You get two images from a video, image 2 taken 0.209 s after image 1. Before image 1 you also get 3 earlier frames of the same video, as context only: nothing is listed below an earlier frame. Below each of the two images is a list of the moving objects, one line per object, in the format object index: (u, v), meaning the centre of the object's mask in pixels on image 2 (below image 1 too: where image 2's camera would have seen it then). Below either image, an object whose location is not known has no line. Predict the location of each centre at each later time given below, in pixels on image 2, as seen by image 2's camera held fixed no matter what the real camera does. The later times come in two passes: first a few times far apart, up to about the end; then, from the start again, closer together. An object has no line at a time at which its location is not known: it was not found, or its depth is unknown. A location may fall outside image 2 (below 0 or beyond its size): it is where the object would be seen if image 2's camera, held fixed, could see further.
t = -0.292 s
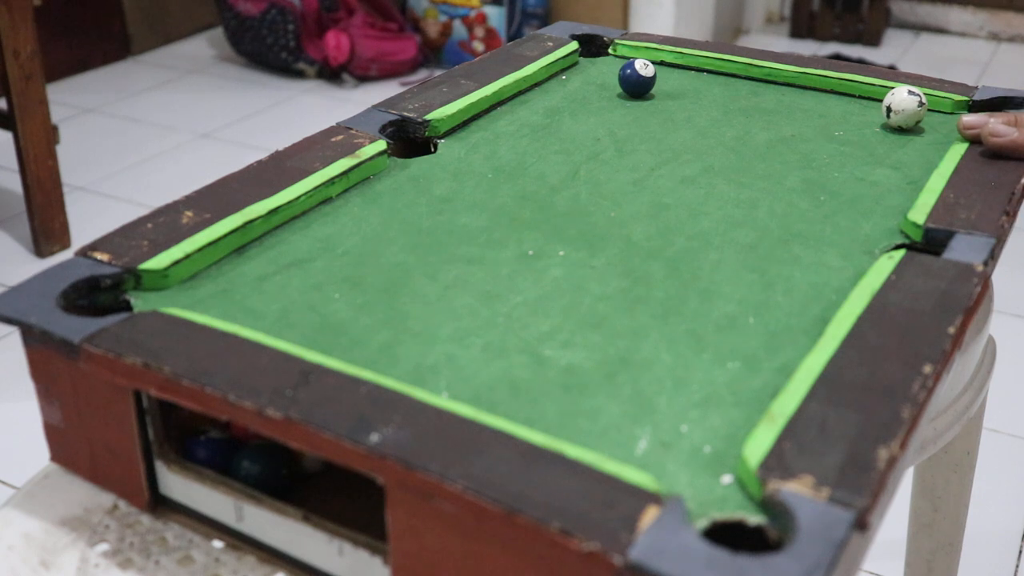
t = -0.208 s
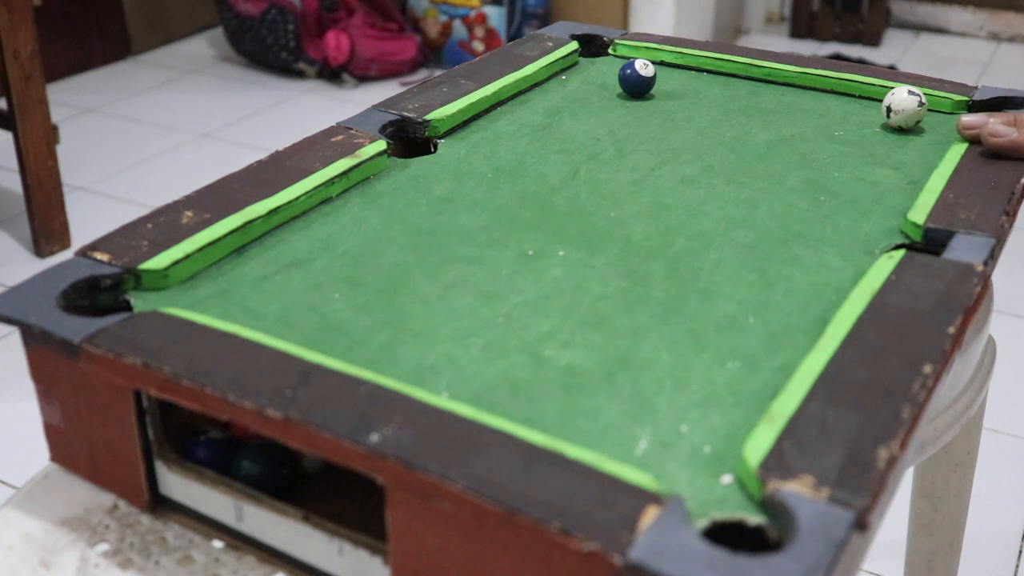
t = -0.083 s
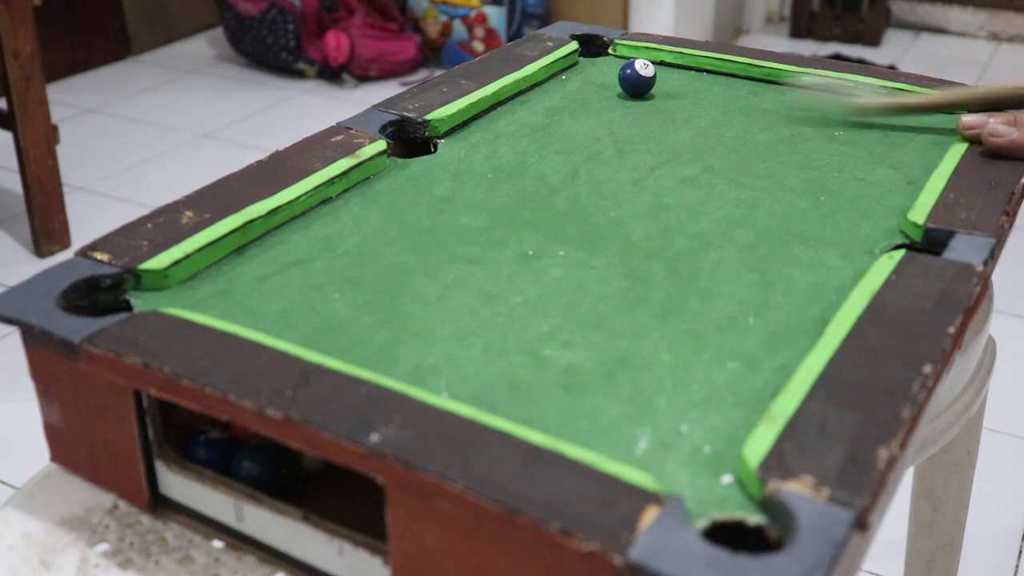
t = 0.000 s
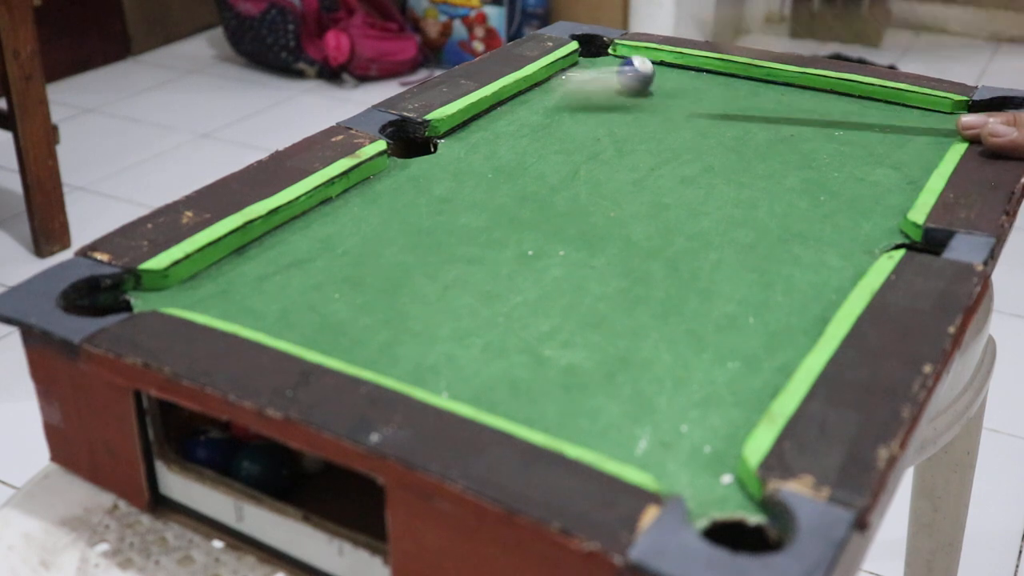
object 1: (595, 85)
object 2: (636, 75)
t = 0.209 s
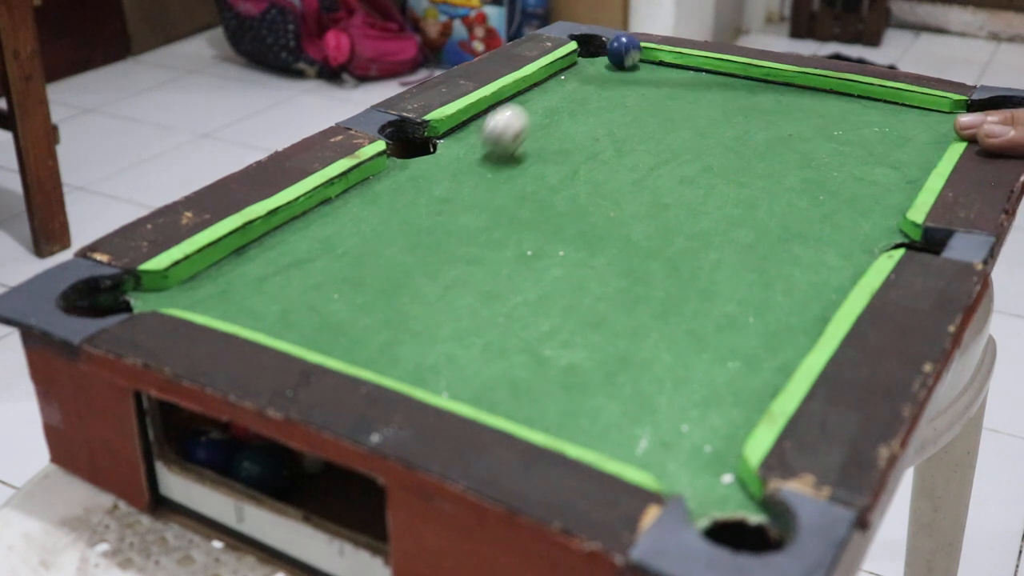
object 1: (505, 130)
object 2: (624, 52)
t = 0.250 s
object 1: (488, 148)
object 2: (620, 48)
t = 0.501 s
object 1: (372, 238)
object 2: (594, 51)
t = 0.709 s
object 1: (273, 303)
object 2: (587, 57)
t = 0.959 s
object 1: (307, 303)
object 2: (587, 68)
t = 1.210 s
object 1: (317, 286)
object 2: (593, 77)
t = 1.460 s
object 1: (329, 281)
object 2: (600, 80)
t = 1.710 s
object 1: (329, 281)
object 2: (601, 80)
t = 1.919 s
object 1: (329, 281)
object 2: (601, 80)
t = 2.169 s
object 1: (329, 281)
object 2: (601, 80)
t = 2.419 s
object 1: (329, 281)
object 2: (601, 80)
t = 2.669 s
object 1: (329, 281)
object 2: (601, 80)
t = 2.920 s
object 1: (329, 281)
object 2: (600, 80)
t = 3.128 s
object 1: (329, 281)
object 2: (599, 80)
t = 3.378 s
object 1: (329, 281)
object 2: (599, 80)
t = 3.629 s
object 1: (329, 281)
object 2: (599, 80)
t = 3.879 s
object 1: (329, 281)
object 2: (599, 80)
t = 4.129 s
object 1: (329, 281)
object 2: (599, 80)
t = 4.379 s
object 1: (329, 281)
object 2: (599, 80)
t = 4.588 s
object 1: (329, 281)
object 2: (599, 80)
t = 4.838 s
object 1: (328, 281)
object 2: (599, 80)
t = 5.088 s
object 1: (329, 281)
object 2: (599, 80)
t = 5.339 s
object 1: (328, 281)
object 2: (599, 80)
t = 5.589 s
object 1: (328, 281)
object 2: (599, 80)
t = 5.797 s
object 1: (329, 281)
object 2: (599, 79)
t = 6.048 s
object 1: (328, 281)
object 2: (599, 79)
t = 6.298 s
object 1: (328, 283)
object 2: (599, 79)
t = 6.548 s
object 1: (323, 284)
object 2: (599, 79)
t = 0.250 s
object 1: (488, 148)
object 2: (620, 48)
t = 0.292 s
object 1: (468, 165)
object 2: (614, 47)
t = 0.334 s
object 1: (453, 179)
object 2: (609, 47)
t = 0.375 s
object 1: (432, 192)
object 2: (604, 47)
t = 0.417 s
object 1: (412, 207)
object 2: (600, 48)
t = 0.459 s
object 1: (391, 224)
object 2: (596, 49)
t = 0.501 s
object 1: (372, 238)
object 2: (594, 51)
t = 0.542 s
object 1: (349, 254)
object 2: (593, 52)
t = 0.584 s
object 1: (324, 270)
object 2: (591, 54)
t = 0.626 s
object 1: (301, 290)
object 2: (590, 55)
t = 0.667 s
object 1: (278, 303)
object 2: (589, 56)
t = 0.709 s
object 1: (273, 303)
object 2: (587, 57)
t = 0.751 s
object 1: (284, 308)
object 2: (586, 59)
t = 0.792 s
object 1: (290, 309)
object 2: (585, 60)
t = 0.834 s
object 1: (294, 308)
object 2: (585, 62)
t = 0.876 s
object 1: (297, 306)
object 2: (585, 64)
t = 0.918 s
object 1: (303, 303)
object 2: (586, 66)
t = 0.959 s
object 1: (307, 303)
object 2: (587, 68)
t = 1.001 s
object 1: (311, 299)
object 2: (588, 70)
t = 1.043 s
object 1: (313, 296)
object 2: (590, 71)
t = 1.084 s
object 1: (315, 294)
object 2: (591, 73)
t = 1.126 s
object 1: (316, 290)
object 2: (591, 74)
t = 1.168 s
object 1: (316, 289)
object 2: (592, 75)
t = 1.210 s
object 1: (317, 286)
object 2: (593, 77)
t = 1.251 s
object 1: (318, 284)
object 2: (594, 78)
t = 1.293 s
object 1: (320, 282)
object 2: (595, 79)
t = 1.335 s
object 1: (322, 281)
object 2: (596, 80)
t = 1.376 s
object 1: (325, 280)
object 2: (598, 80)
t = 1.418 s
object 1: (327, 281)
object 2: (599, 80)
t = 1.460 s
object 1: (329, 281)
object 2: (600, 80)
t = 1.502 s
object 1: (329, 281)
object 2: (601, 80)
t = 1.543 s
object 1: (329, 281)
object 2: (601, 80)
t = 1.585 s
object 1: (329, 281)
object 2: (601, 80)
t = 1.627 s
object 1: (329, 281)
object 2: (601, 80)
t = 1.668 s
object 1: (329, 281)
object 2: (601, 80)
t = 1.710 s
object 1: (329, 281)
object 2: (601, 80)
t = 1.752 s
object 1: (329, 281)
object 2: (601, 80)
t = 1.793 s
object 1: (329, 281)
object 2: (601, 80)
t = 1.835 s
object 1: (329, 281)
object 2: (601, 80)
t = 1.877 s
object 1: (329, 281)
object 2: (601, 80)
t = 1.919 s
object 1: (329, 281)
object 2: (601, 80)
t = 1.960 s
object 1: (329, 281)
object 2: (601, 80)
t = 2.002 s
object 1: (329, 281)
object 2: (601, 80)
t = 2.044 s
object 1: (329, 281)
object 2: (601, 80)
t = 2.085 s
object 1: (329, 281)
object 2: (601, 80)
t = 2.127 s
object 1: (329, 281)
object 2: (601, 80)
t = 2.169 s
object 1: (329, 281)
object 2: (601, 80)
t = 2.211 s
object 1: (329, 281)
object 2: (601, 80)
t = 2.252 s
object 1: (329, 281)
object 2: (601, 80)
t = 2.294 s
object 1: (329, 281)
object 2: (601, 80)
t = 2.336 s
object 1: (329, 281)
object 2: (601, 80)
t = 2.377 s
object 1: (329, 281)
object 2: (601, 80)
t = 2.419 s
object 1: (329, 281)
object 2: (601, 80)
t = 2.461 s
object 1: (329, 281)
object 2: (601, 80)
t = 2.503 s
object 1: (329, 281)
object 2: (601, 80)
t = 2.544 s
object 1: (329, 281)
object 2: (601, 80)
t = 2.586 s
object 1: (329, 281)
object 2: (601, 80)
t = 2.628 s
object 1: (329, 281)
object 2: (601, 80)
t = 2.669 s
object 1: (329, 281)
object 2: (601, 80)
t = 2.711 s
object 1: (329, 281)
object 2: (601, 80)
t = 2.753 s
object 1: (329, 281)
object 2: (601, 80)
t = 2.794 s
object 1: (329, 281)
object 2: (601, 80)
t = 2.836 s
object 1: (329, 281)
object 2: (601, 80)
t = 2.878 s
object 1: (329, 281)
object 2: (600, 80)
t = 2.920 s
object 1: (329, 281)
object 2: (600, 80)
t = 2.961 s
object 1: (329, 281)
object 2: (600, 80)
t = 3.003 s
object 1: (329, 281)
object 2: (600, 80)
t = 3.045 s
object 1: (329, 281)
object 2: (600, 80)
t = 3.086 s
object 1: (329, 281)
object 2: (600, 80)
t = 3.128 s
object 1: (329, 281)
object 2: (599, 80)
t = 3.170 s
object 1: (329, 281)
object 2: (599, 80)
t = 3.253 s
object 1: (329, 281)
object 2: (599, 80)
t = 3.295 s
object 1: (329, 281)
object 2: (599, 80)
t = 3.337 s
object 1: (329, 281)
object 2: (599, 80)
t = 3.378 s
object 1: (329, 281)
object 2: (599, 80)
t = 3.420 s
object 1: (329, 281)
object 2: (599, 80)
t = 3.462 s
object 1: (329, 281)
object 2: (599, 80)
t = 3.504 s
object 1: (329, 281)
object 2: (599, 80)
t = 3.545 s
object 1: (329, 281)
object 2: (599, 80)
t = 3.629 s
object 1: (329, 281)
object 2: (599, 80)
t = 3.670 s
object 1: (329, 281)
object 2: (599, 80)
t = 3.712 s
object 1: (329, 281)
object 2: (599, 80)
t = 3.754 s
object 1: (329, 281)
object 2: (599, 80)
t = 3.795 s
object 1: (329, 281)
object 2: (599, 80)
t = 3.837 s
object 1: (329, 281)
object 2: (599, 80)
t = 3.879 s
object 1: (329, 281)
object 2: (599, 80)
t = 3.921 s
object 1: (329, 281)
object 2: (599, 80)
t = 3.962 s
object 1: (329, 281)
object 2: (599, 80)
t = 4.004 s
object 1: (329, 281)
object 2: (599, 80)
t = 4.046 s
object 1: (329, 281)
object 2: (599, 80)
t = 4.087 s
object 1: (329, 281)
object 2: (599, 80)
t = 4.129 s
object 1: (329, 281)
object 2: (599, 80)
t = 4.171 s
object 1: (329, 281)
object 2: (599, 80)
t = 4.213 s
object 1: (329, 281)
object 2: (599, 80)
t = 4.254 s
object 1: (329, 281)
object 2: (599, 80)
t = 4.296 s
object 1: (329, 281)
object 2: (599, 80)
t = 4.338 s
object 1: (329, 281)
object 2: (599, 80)
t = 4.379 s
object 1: (329, 281)
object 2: (599, 80)
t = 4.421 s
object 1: (329, 281)
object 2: (599, 80)
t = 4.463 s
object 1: (329, 281)
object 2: (599, 80)
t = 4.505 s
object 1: (329, 281)
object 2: (599, 80)
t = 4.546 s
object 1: (329, 281)
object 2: (599, 80)
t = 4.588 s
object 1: (329, 281)
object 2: (599, 80)
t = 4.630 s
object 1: (329, 281)
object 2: (599, 80)
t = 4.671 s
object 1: (329, 281)
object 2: (599, 80)
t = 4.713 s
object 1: (328, 281)
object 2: (599, 80)
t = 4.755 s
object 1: (329, 281)
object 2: (599, 80)
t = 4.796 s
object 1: (328, 281)
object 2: (599, 80)
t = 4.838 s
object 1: (328, 281)
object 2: (599, 80)
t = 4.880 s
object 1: (328, 281)
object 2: (599, 80)
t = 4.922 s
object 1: (329, 281)
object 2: (599, 80)
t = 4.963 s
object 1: (329, 281)
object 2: (599, 80)
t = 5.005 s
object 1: (329, 281)
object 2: (599, 80)
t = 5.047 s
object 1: (329, 281)
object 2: (599, 80)
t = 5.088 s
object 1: (329, 281)
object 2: (599, 80)
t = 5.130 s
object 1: (328, 281)
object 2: (599, 80)
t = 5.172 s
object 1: (328, 281)
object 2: (599, 80)
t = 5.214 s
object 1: (328, 281)
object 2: (599, 80)
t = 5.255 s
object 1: (328, 281)
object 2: (599, 80)
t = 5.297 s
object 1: (328, 281)
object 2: (599, 80)
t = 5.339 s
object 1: (328, 281)
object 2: (599, 80)
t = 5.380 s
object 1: (328, 281)
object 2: (599, 80)
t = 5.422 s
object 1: (328, 281)
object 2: (599, 80)
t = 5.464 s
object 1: (328, 281)
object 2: (599, 80)
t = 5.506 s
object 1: (328, 281)
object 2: (599, 80)
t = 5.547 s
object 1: (329, 281)
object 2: (599, 80)
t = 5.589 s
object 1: (328, 281)
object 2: (599, 80)
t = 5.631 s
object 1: (328, 281)
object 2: (599, 79)
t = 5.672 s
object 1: (328, 281)
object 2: (599, 80)
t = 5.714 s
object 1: (329, 281)
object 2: (599, 79)
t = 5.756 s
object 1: (329, 281)
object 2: (599, 79)
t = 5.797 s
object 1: (329, 281)
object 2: (599, 79)
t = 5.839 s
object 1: (329, 281)
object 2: (599, 79)
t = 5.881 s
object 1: (329, 281)
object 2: (599, 79)
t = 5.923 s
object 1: (328, 281)
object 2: (599, 79)
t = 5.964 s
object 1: (328, 281)
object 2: (599, 79)
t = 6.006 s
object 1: (329, 281)
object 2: (599, 79)
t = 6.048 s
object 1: (328, 281)
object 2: (599, 79)
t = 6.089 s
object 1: (329, 281)
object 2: (599, 79)
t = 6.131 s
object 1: (328, 282)
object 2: (599, 79)
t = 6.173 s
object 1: (328, 282)
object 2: (599, 80)
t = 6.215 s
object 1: (328, 282)
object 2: (599, 80)
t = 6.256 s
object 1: (328, 282)
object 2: (599, 80)
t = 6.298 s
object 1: (328, 283)
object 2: (599, 79)
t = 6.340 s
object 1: (328, 283)
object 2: (599, 79)
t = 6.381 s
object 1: (327, 283)
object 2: (599, 79)
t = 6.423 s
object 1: (327, 283)
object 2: (599, 79)
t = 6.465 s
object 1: (326, 283)
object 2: (599, 79)
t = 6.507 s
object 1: (324, 283)
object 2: (599, 79)
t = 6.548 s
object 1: (323, 284)
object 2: (599, 79)
